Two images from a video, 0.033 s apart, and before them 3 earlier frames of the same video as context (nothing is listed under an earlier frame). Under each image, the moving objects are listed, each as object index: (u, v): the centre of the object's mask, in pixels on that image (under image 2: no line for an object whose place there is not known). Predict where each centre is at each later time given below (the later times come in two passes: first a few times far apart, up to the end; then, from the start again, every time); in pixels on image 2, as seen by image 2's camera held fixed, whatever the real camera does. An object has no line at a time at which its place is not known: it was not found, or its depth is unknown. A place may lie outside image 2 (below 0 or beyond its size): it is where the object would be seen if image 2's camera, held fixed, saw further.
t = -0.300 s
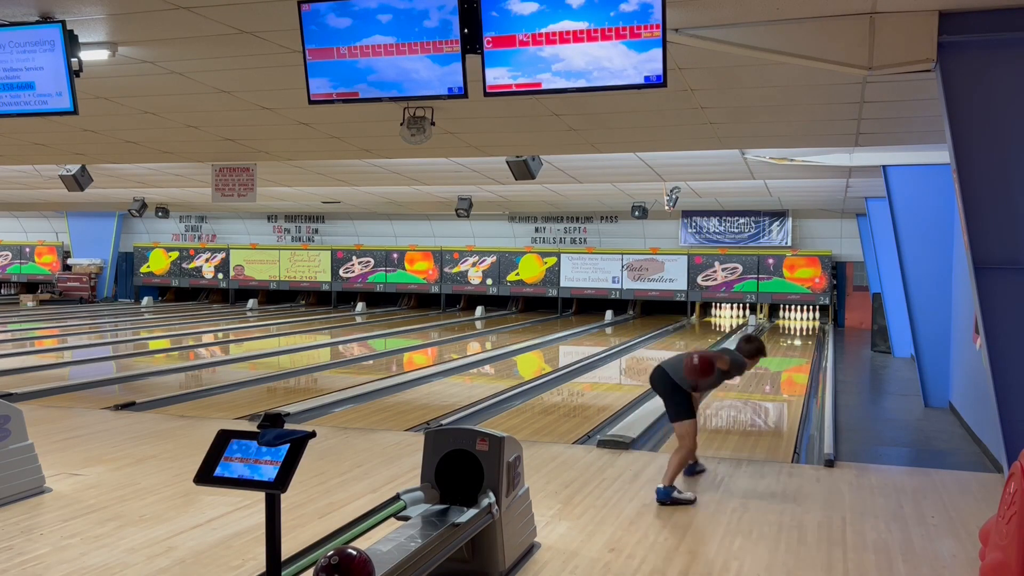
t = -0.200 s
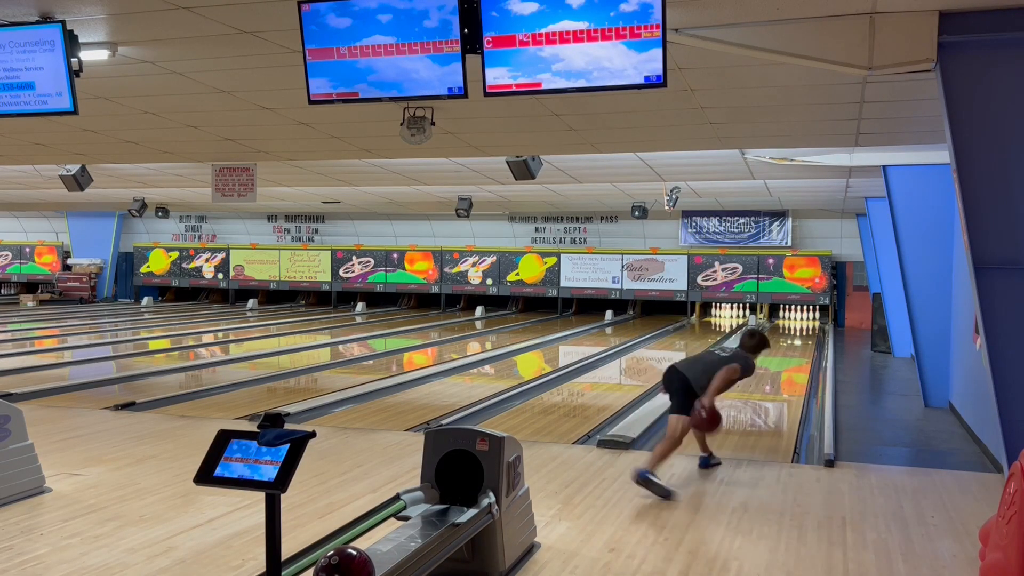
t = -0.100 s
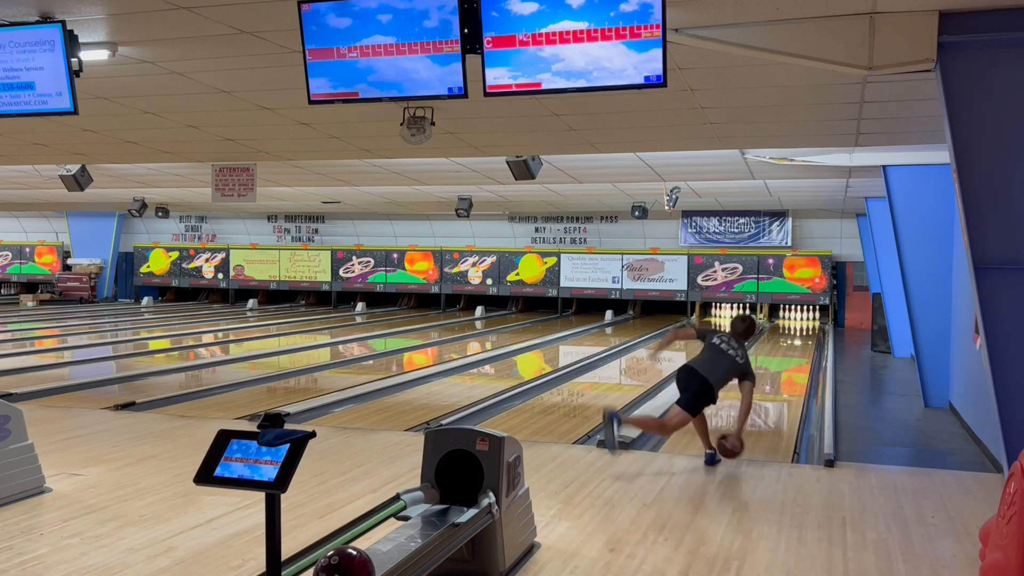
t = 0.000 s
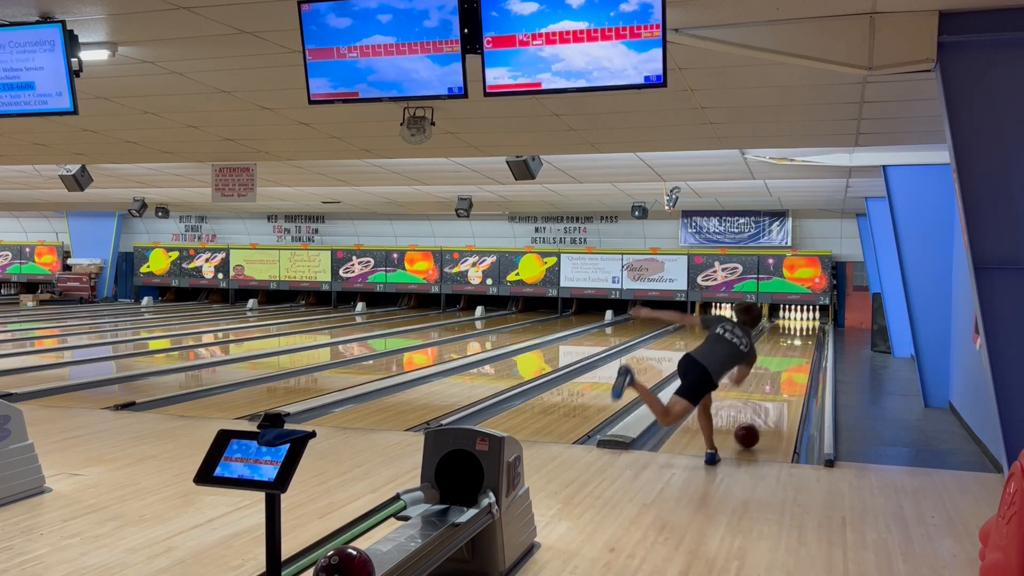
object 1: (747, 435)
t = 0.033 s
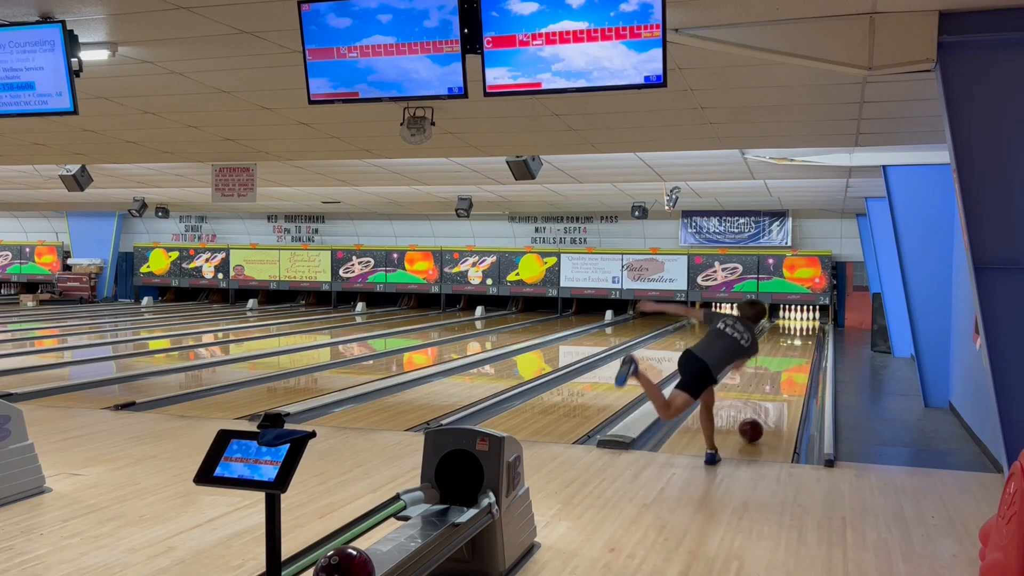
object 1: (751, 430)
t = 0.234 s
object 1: (770, 403)
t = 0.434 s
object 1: (784, 383)
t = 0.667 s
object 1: (795, 366)
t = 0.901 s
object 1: (803, 353)
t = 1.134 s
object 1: (807, 344)
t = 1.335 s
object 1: (810, 337)
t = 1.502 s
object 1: (811, 332)
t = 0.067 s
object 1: (755, 424)
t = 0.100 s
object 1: (758, 420)
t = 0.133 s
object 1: (761, 415)
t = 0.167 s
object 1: (765, 411)
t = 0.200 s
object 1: (767, 407)
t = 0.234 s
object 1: (770, 403)
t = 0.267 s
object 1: (773, 399)
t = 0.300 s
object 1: (775, 395)
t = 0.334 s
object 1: (778, 392)
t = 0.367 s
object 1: (780, 389)
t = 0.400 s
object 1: (782, 386)
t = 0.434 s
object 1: (784, 383)
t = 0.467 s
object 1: (786, 382)
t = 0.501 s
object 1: (789, 376)
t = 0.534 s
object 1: (789, 375)
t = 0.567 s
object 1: (791, 373)
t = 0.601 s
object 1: (792, 370)
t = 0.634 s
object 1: (794, 368)
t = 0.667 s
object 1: (795, 366)
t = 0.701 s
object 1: (797, 364)
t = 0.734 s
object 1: (798, 362)
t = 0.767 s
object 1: (799, 360)
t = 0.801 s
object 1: (800, 359)
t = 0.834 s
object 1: (801, 357)
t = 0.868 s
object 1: (802, 355)
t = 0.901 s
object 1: (803, 353)
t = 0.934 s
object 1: (804, 352)
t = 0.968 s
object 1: (805, 351)
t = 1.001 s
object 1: (805, 349)
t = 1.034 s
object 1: (806, 347)
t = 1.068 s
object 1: (807, 346)
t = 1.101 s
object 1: (807, 345)
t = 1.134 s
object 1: (807, 344)
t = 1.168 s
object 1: (808, 343)
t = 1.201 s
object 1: (808, 341)
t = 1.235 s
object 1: (809, 340)
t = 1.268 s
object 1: (809, 339)
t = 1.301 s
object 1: (809, 338)
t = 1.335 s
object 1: (810, 337)
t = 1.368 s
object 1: (810, 336)
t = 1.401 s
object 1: (810, 335)
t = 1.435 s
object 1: (811, 334)
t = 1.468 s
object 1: (811, 332)
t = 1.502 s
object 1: (811, 332)
